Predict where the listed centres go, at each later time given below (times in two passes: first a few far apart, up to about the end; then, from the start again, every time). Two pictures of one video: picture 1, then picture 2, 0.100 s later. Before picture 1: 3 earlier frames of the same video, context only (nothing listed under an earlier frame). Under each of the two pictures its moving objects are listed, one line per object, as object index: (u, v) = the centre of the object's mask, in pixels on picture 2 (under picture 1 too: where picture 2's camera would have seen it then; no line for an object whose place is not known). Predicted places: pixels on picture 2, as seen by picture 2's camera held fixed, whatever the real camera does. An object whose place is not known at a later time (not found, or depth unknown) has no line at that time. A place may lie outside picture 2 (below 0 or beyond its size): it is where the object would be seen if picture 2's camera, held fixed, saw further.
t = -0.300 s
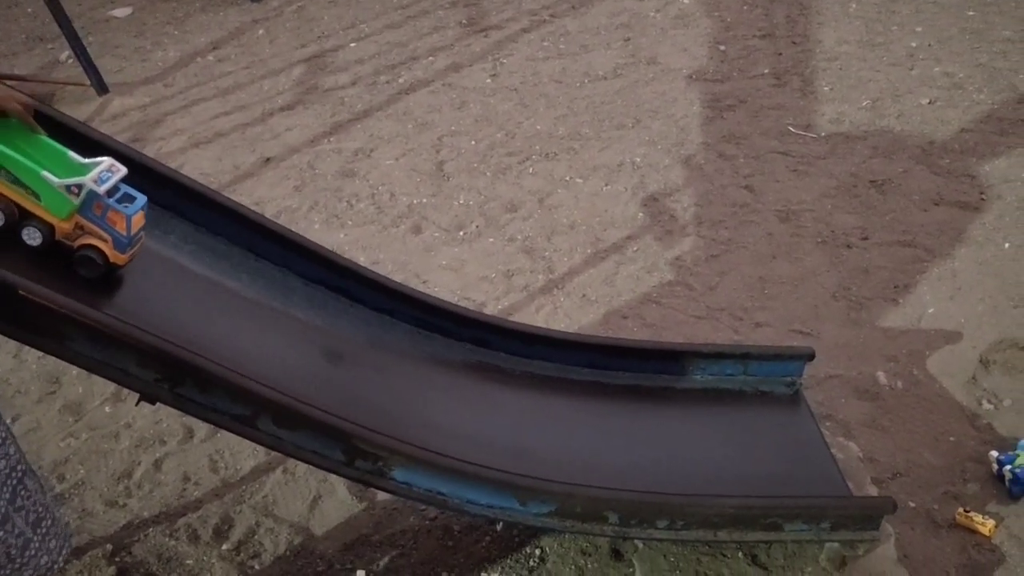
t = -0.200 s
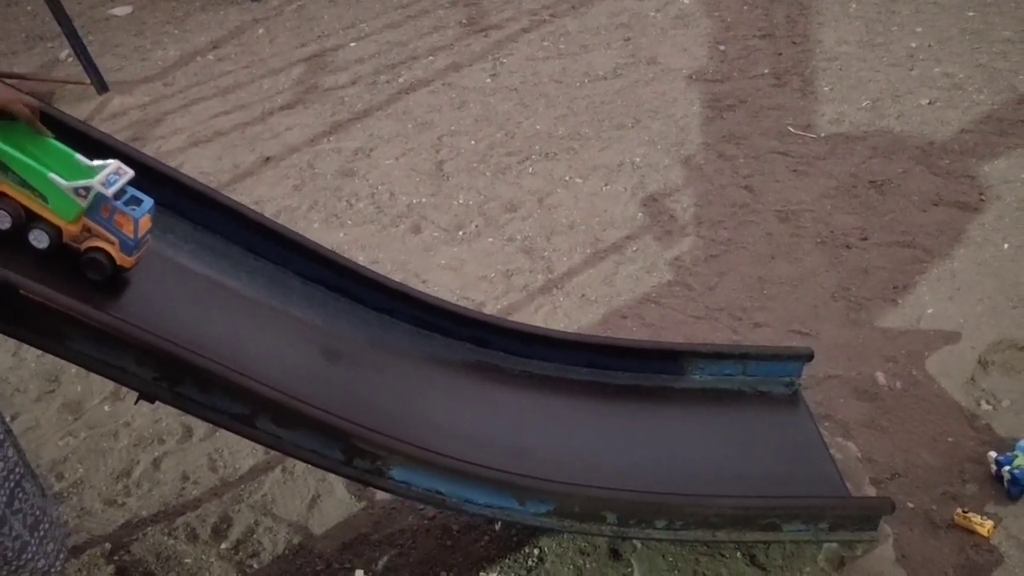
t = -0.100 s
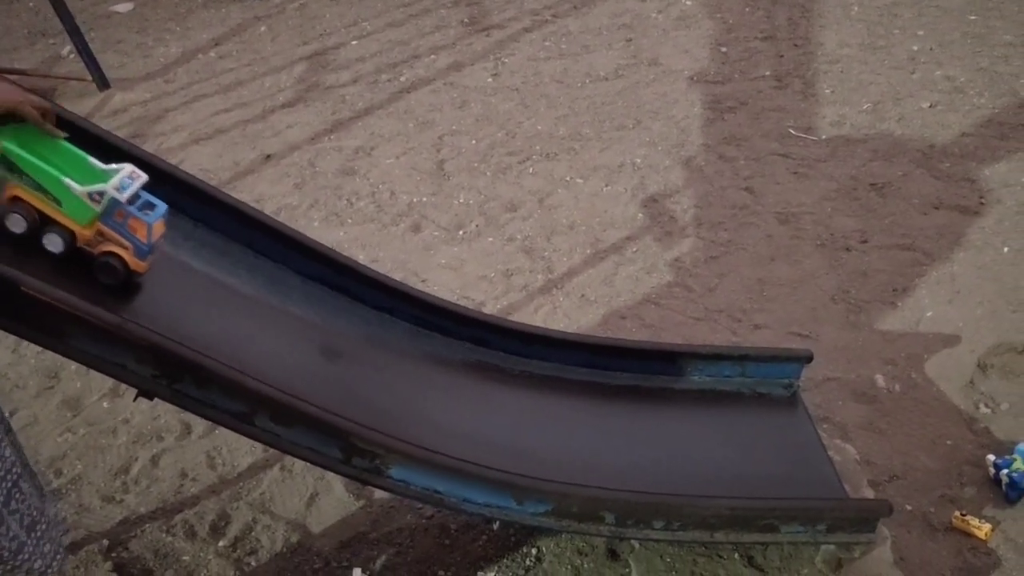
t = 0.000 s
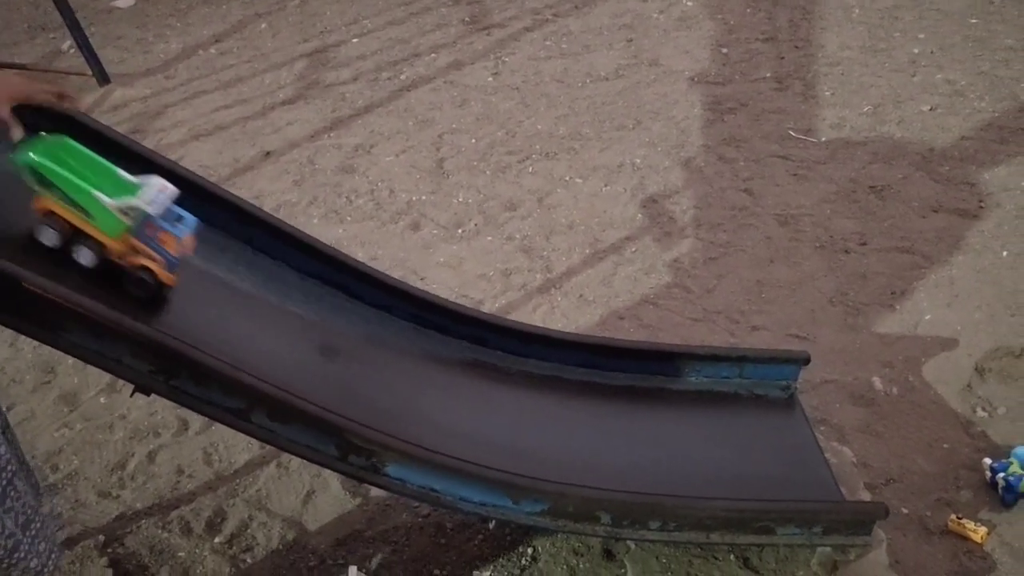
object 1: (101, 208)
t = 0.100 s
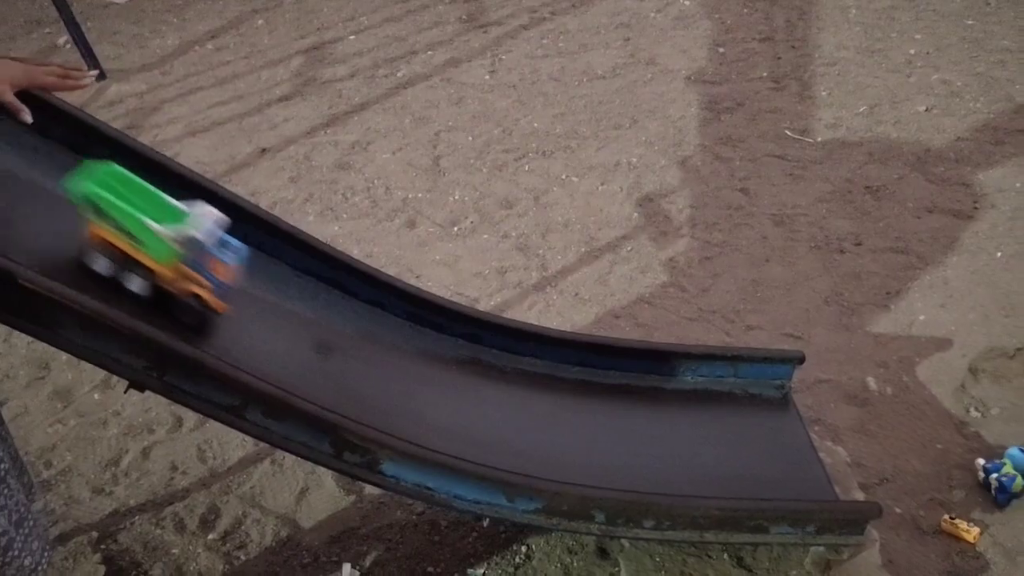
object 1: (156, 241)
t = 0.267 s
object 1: (292, 314)
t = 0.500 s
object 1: (544, 407)
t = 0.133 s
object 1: (180, 255)
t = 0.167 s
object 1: (205, 269)
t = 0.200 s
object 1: (233, 285)
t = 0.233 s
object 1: (262, 301)
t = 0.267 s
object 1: (292, 314)
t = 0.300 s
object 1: (324, 328)
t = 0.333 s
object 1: (358, 344)
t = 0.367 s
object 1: (393, 360)
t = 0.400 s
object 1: (431, 376)
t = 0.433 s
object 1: (468, 388)
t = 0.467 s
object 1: (505, 398)
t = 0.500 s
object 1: (544, 407)
